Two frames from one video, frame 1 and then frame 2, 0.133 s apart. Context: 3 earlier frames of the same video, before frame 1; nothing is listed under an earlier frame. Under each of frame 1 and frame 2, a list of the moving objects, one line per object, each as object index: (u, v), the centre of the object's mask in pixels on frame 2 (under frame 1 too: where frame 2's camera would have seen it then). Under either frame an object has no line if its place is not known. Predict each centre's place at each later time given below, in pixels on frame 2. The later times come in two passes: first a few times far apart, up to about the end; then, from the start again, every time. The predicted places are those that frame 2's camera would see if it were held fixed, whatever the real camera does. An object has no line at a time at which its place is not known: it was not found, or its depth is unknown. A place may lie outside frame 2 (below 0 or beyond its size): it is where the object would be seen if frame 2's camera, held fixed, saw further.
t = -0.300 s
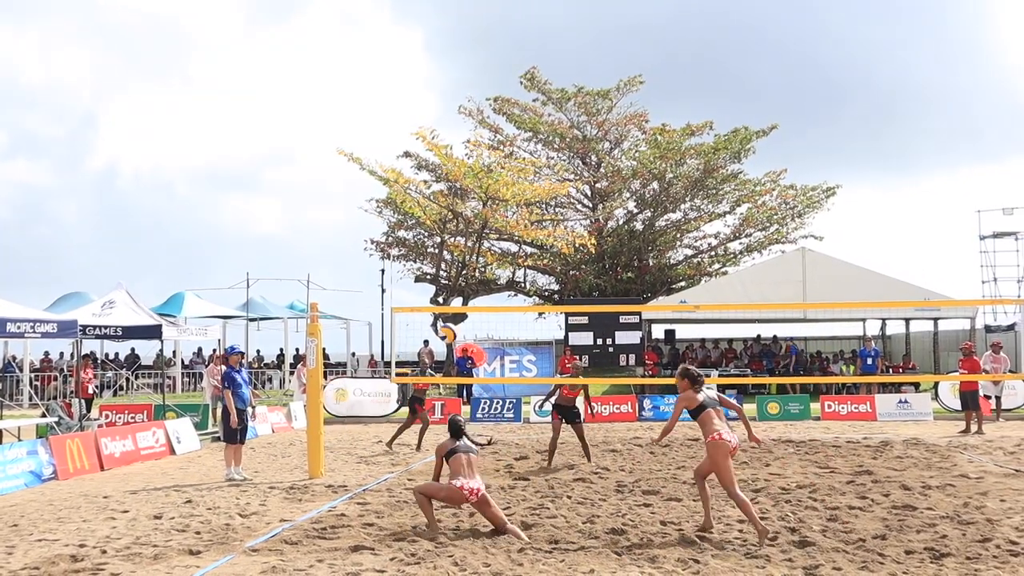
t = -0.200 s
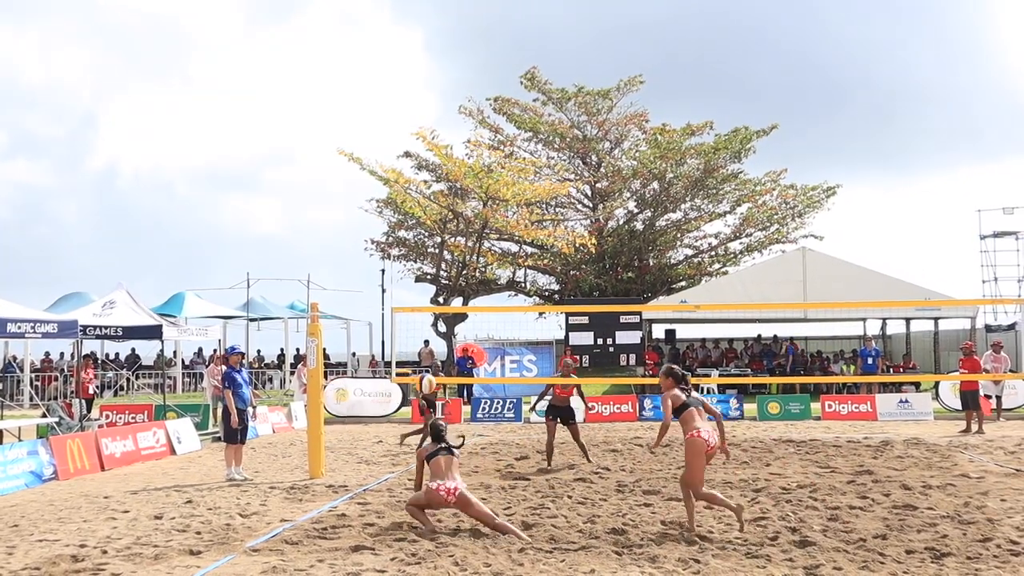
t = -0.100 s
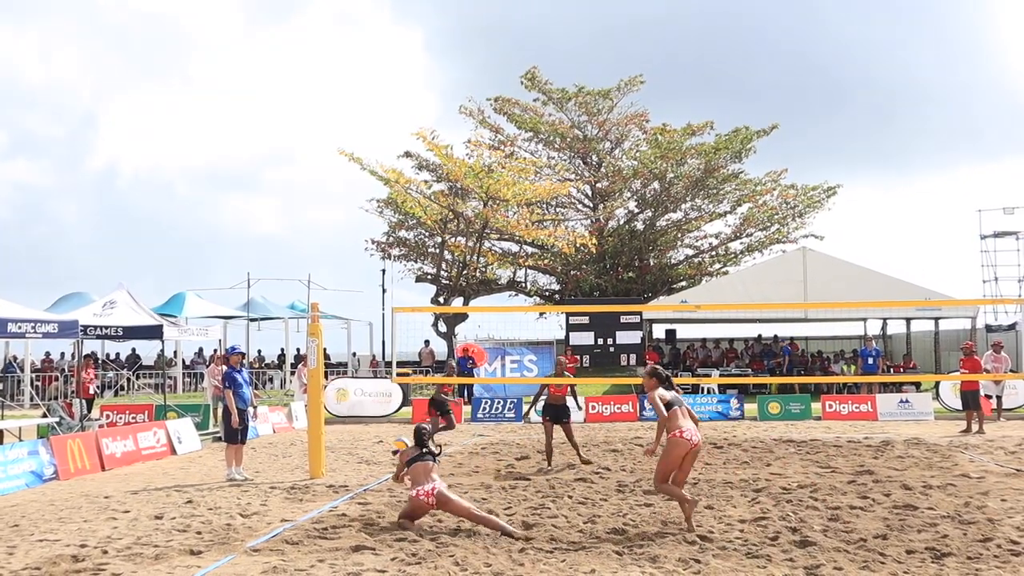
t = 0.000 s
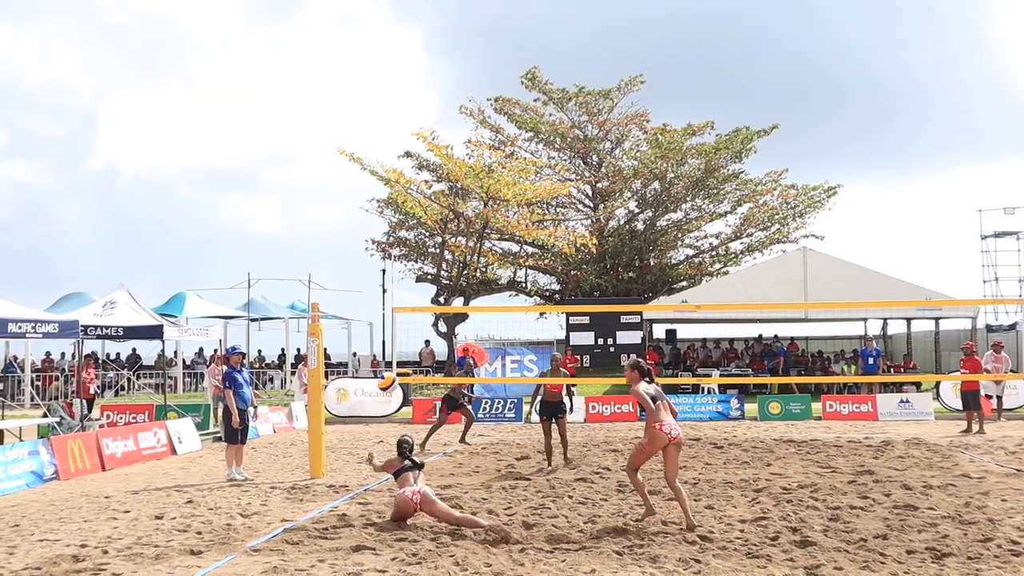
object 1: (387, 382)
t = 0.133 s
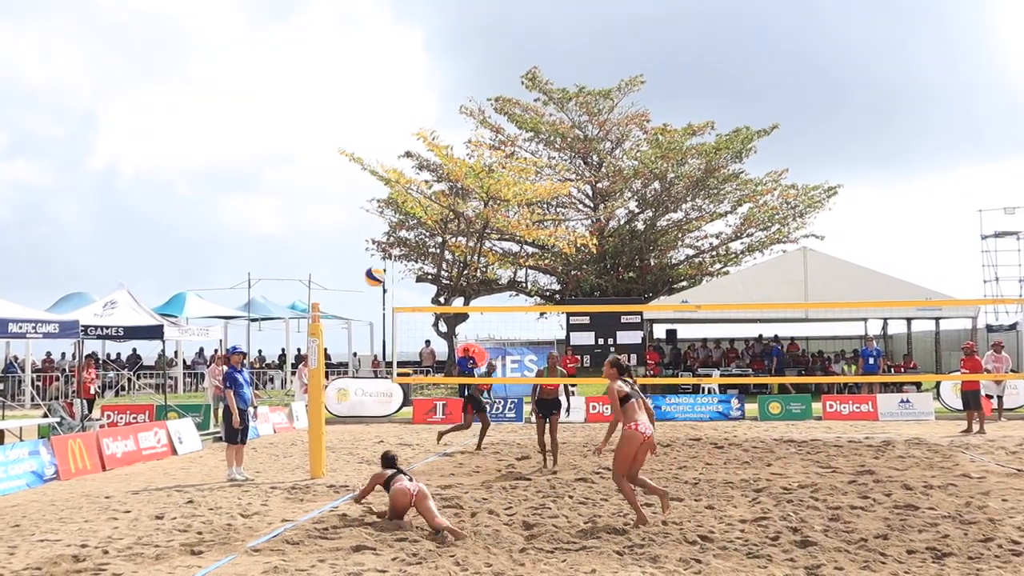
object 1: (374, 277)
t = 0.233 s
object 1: (365, 210)
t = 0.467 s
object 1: (344, 98)
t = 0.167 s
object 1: (371, 252)
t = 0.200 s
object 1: (367, 232)
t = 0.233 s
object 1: (365, 210)
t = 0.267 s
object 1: (362, 192)
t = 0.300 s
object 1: (358, 173)
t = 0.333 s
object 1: (355, 156)
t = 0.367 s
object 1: (352, 140)
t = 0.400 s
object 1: (349, 125)
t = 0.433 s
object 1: (347, 112)
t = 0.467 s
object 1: (344, 98)
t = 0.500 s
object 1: (342, 87)
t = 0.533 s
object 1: (339, 75)
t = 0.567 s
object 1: (338, 67)
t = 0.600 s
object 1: (337, 57)
